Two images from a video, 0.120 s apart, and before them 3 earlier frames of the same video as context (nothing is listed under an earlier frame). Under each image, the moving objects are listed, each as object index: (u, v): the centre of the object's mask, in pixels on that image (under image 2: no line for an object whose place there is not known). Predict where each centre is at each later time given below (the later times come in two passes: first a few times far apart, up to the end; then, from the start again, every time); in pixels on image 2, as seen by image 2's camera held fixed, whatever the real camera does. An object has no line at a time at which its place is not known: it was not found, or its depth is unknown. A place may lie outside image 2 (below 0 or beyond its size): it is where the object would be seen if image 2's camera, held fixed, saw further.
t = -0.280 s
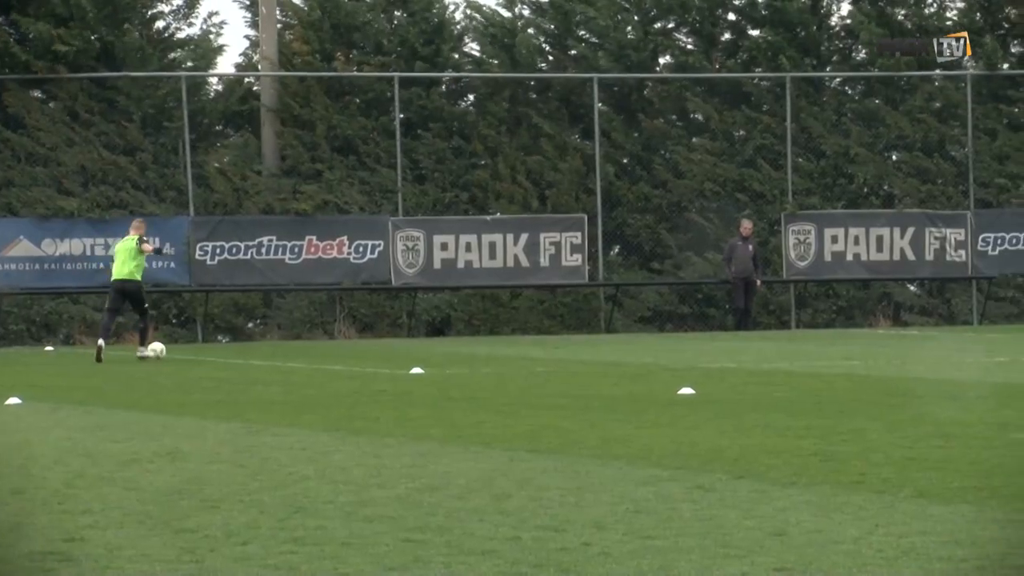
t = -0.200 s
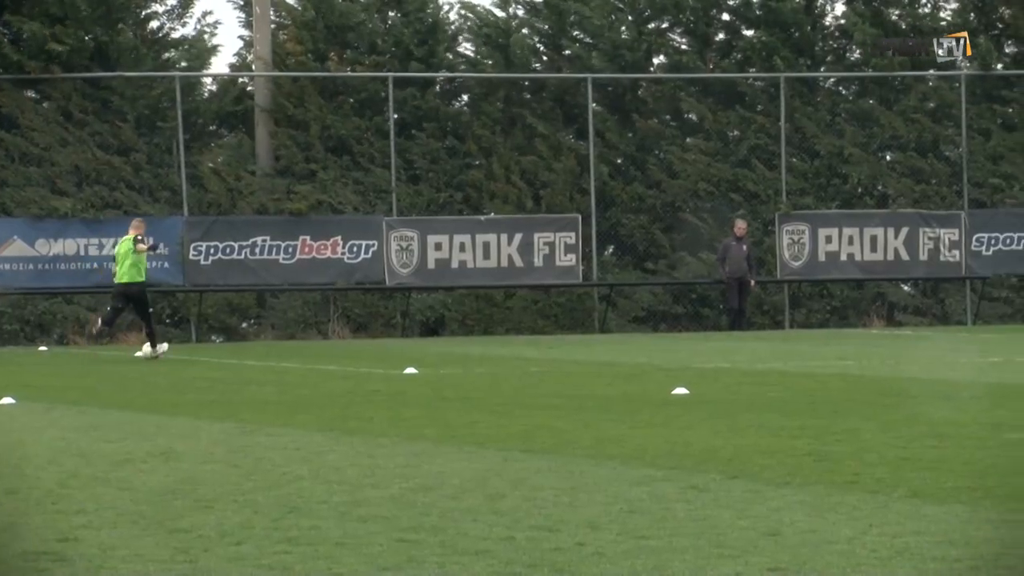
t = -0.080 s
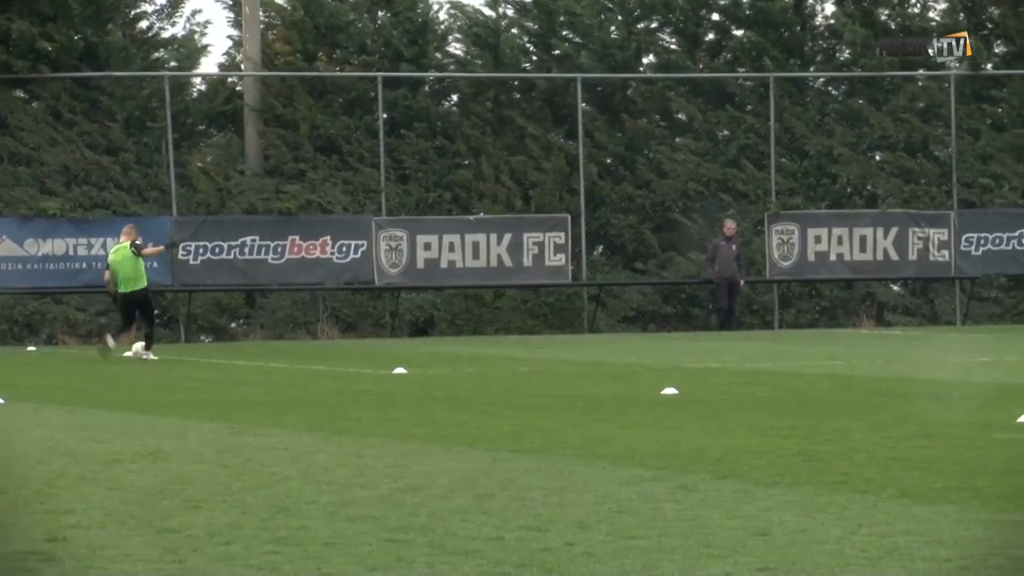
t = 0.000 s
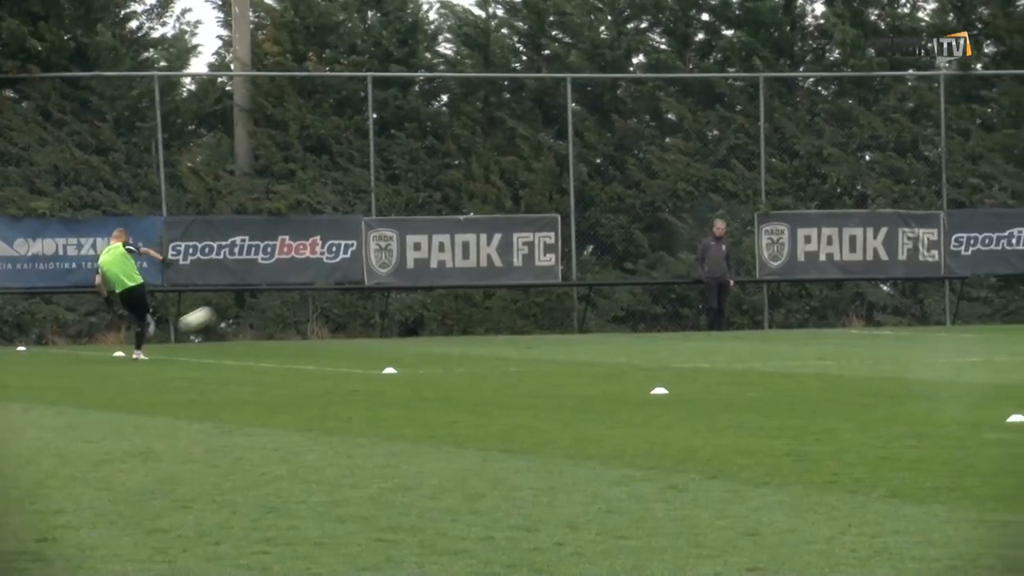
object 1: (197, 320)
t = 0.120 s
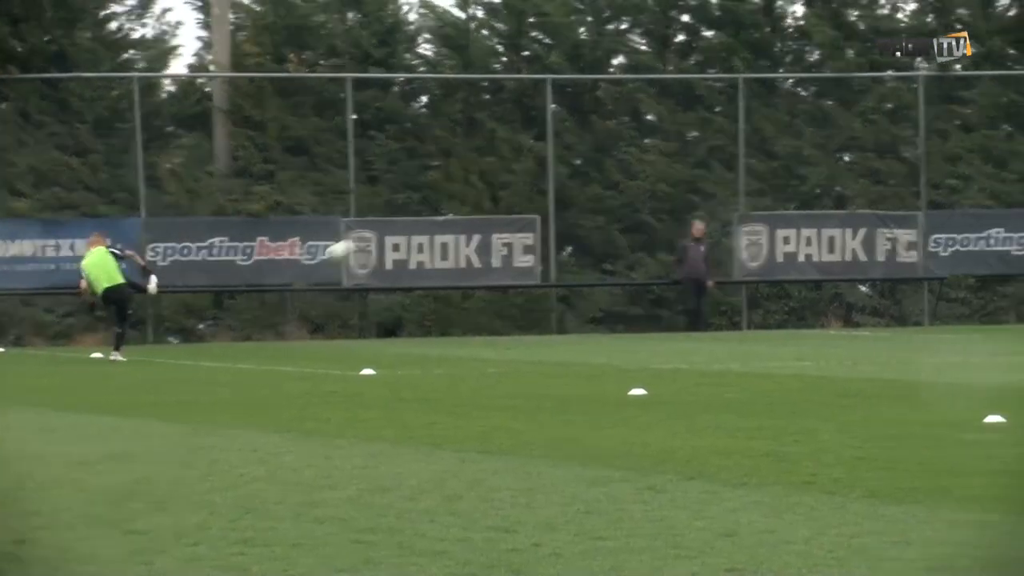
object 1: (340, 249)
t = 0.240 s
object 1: (492, 199)
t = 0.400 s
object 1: (681, 153)
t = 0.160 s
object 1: (392, 231)
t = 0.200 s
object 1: (443, 213)
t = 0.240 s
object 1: (492, 199)
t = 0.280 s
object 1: (540, 185)
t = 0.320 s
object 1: (588, 172)
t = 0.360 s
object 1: (634, 162)
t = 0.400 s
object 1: (681, 153)
